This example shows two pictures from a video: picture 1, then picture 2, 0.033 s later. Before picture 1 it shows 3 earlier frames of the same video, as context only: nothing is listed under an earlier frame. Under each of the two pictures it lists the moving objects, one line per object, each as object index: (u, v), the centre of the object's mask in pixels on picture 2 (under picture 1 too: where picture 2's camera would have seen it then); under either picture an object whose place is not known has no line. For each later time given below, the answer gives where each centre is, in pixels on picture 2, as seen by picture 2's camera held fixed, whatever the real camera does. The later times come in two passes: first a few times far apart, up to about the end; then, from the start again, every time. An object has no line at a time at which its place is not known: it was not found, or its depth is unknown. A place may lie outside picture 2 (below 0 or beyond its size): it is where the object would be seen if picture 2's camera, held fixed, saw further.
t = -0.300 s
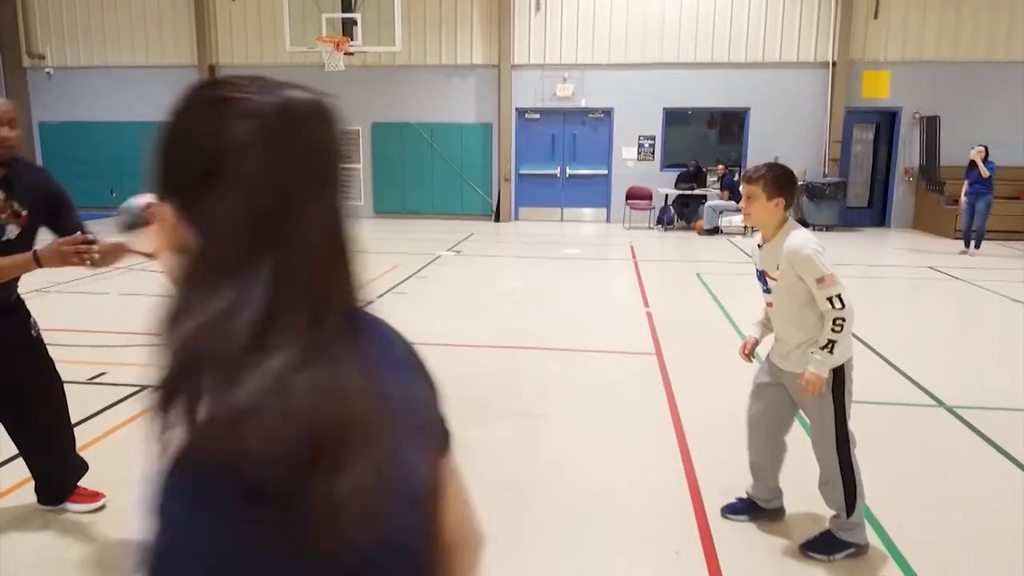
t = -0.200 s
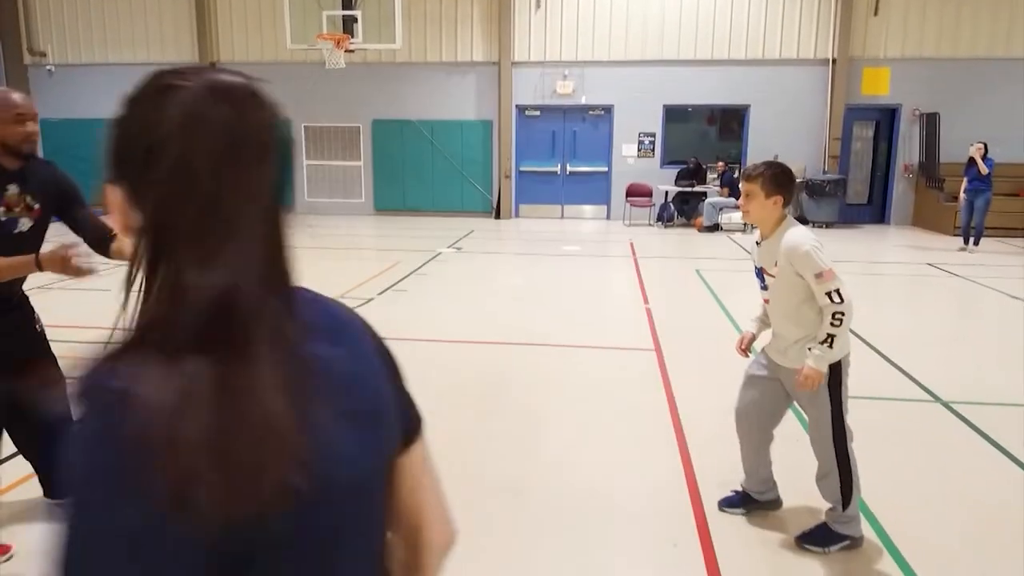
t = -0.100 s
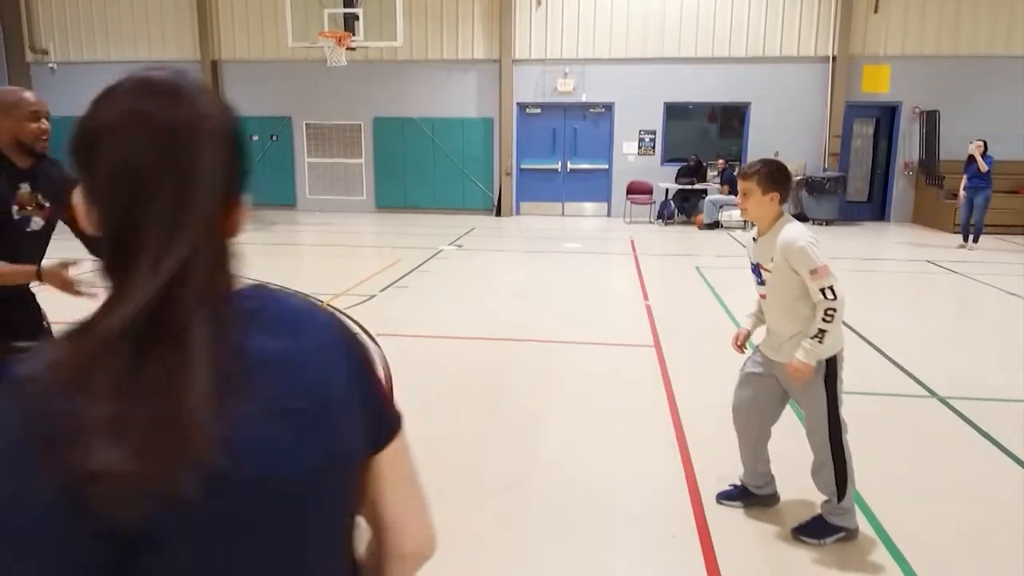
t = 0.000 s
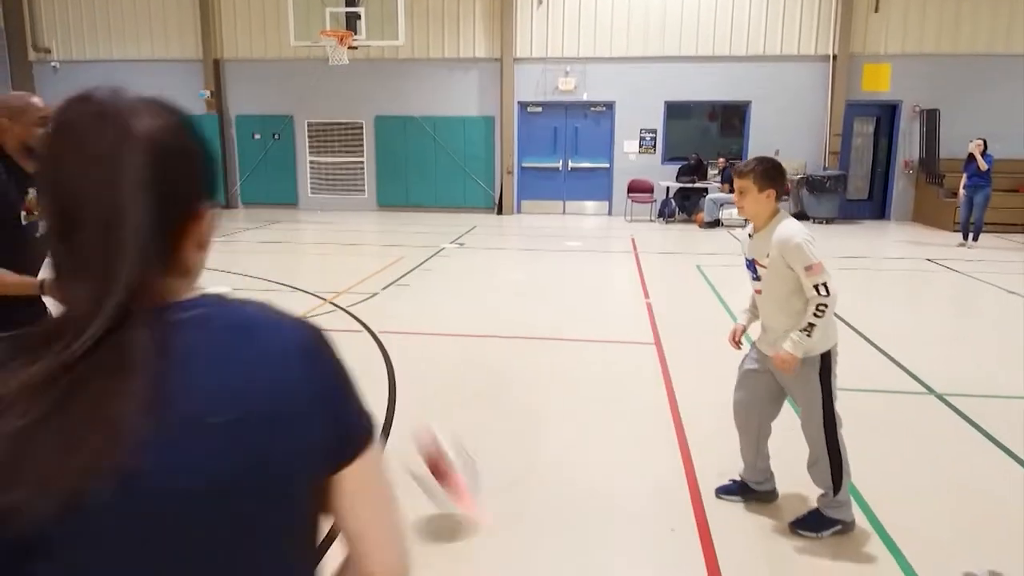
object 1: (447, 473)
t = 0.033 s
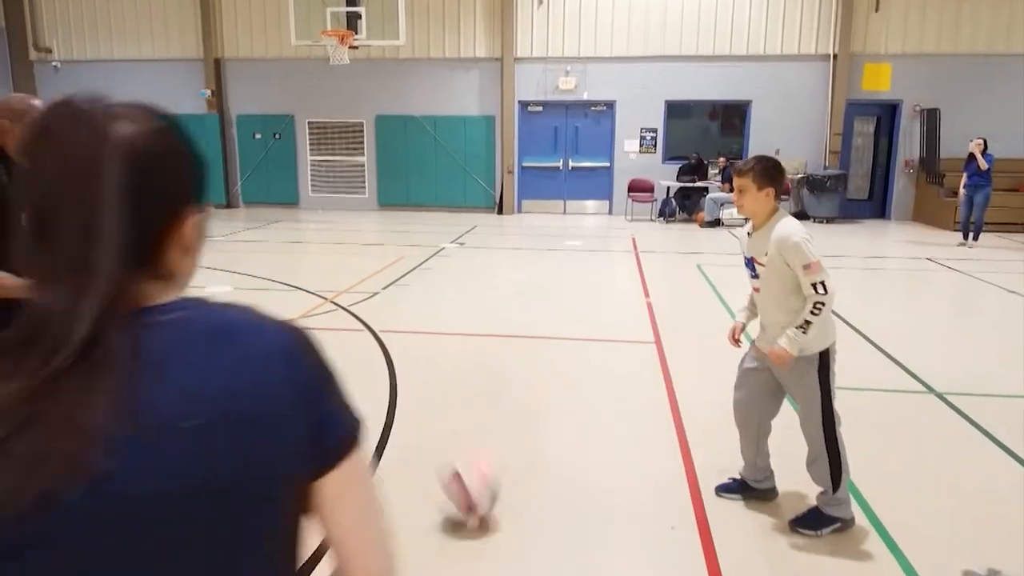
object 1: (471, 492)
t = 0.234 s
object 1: (532, 345)
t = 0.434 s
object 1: (595, 278)
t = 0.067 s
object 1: (485, 465)
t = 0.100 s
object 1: (490, 439)
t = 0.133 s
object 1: (502, 406)
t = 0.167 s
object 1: (513, 386)
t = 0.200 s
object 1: (520, 366)
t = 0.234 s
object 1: (532, 345)
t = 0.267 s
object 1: (544, 325)
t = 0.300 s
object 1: (553, 313)
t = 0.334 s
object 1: (561, 301)
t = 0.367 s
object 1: (572, 290)
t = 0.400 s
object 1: (584, 282)
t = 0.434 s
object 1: (595, 278)
